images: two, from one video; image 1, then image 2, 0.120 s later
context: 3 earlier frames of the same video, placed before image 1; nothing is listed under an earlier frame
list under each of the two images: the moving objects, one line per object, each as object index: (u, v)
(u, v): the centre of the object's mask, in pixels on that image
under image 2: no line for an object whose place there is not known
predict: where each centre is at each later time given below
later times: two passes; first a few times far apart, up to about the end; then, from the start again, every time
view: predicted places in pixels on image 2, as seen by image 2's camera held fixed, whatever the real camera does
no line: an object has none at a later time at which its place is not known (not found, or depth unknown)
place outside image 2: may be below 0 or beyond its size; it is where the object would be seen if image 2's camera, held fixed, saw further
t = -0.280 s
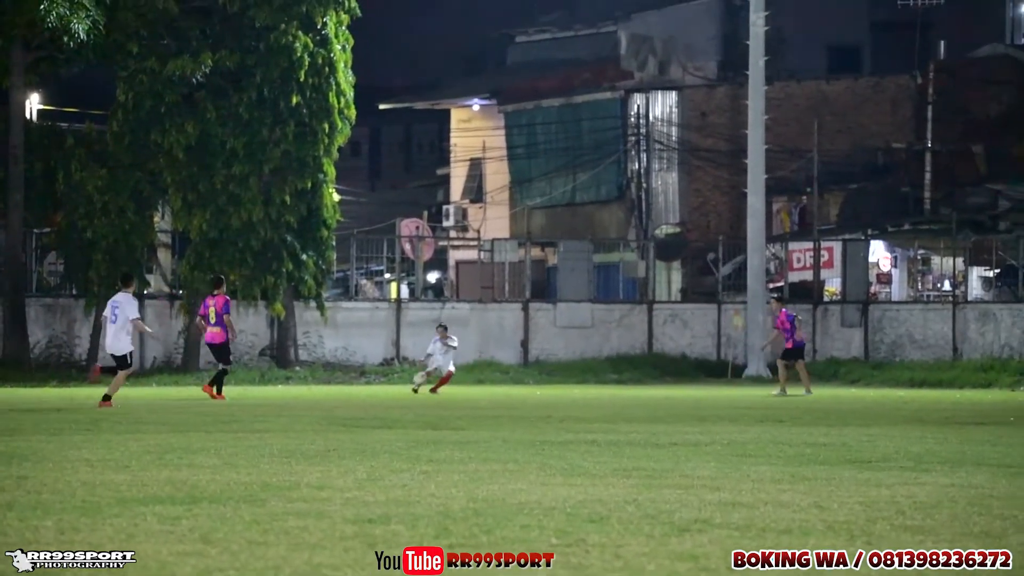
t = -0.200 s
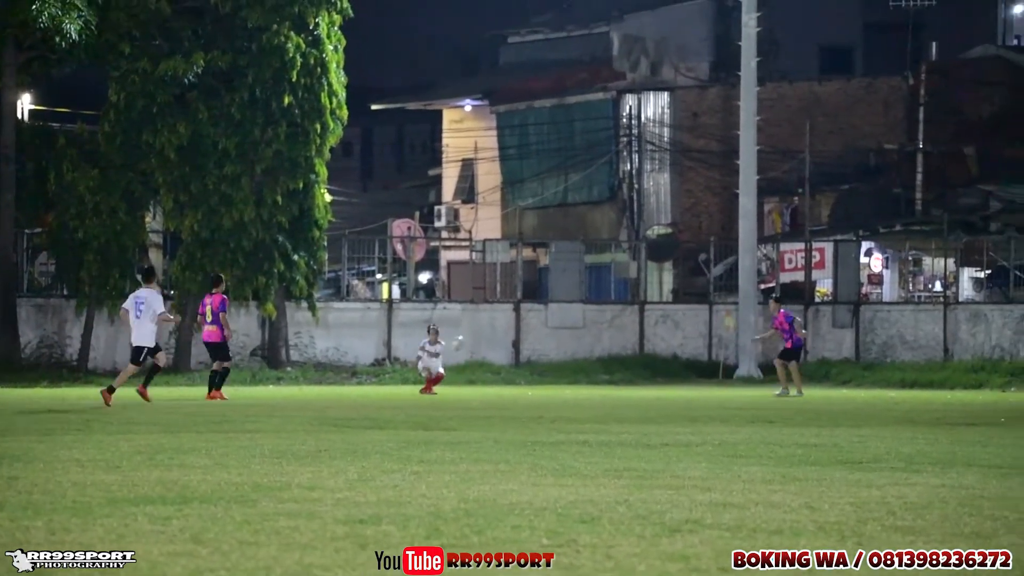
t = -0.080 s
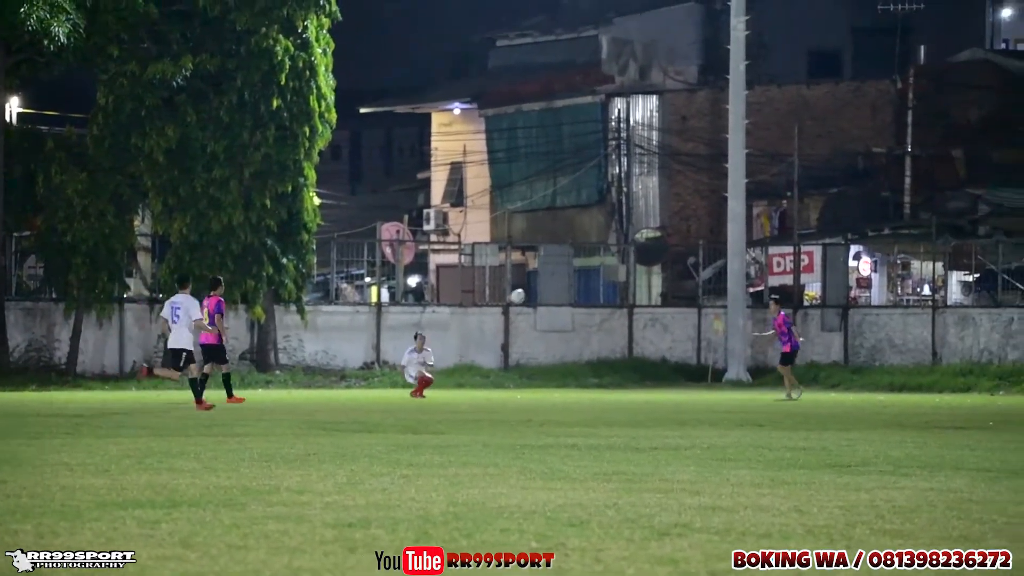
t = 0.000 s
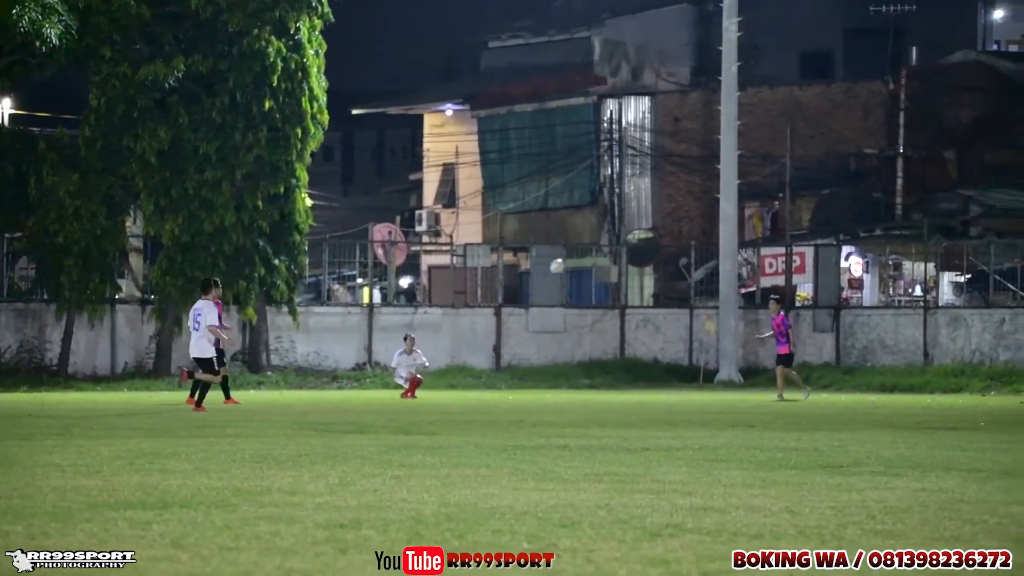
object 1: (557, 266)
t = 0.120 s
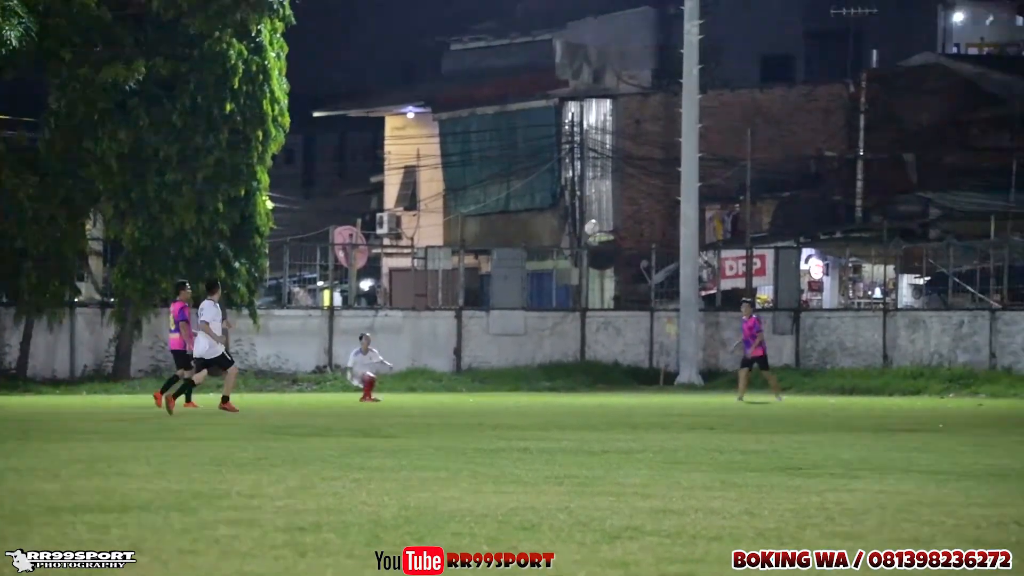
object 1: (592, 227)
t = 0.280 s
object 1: (694, 181)
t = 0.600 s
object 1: (915, 121)
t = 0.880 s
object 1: (1135, 113)
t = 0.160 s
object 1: (617, 215)
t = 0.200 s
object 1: (642, 203)
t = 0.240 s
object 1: (668, 192)
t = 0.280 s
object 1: (694, 181)
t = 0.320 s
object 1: (720, 171)
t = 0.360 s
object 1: (747, 161)
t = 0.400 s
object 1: (774, 153)
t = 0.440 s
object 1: (801, 145)
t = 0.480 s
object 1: (829, 137)
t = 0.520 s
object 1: (857, 131)
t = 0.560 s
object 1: (886, 125)
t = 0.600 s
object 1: (915, 121)
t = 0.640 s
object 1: (944, 117)
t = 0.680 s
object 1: (974, 114)
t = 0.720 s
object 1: (1004, 112)
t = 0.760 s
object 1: (1035, 111)
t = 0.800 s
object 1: (1068, 110)
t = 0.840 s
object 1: (1101, 111)
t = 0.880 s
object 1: (1135, 113)
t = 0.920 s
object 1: (1168, 115)
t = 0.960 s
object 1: (1204, 119)
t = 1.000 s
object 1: (1240, 122)
